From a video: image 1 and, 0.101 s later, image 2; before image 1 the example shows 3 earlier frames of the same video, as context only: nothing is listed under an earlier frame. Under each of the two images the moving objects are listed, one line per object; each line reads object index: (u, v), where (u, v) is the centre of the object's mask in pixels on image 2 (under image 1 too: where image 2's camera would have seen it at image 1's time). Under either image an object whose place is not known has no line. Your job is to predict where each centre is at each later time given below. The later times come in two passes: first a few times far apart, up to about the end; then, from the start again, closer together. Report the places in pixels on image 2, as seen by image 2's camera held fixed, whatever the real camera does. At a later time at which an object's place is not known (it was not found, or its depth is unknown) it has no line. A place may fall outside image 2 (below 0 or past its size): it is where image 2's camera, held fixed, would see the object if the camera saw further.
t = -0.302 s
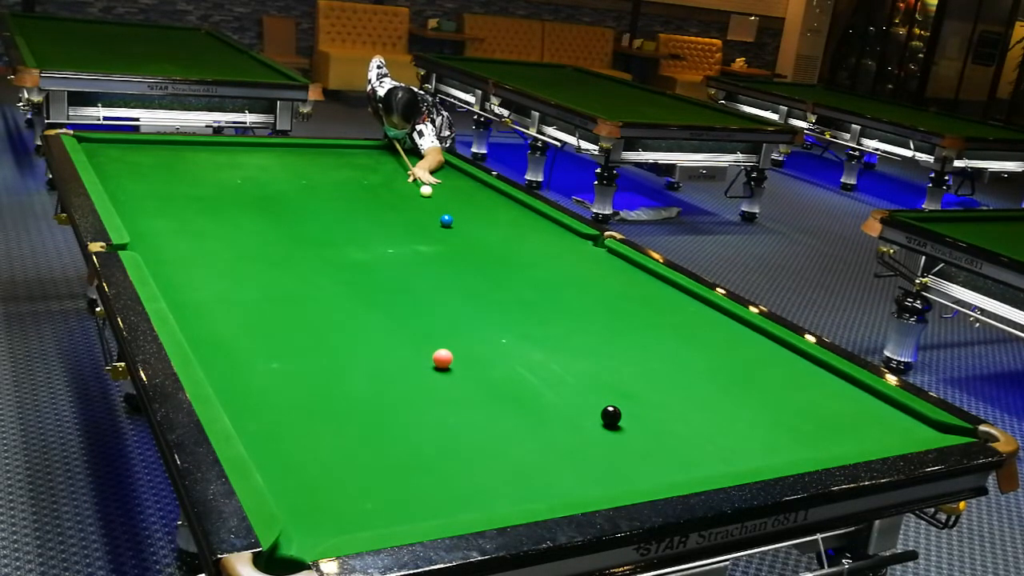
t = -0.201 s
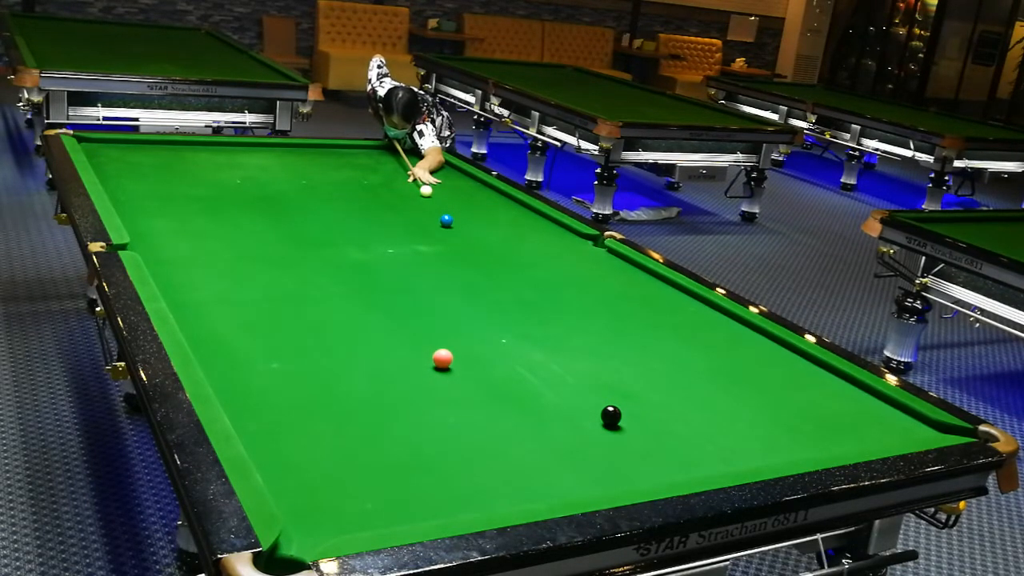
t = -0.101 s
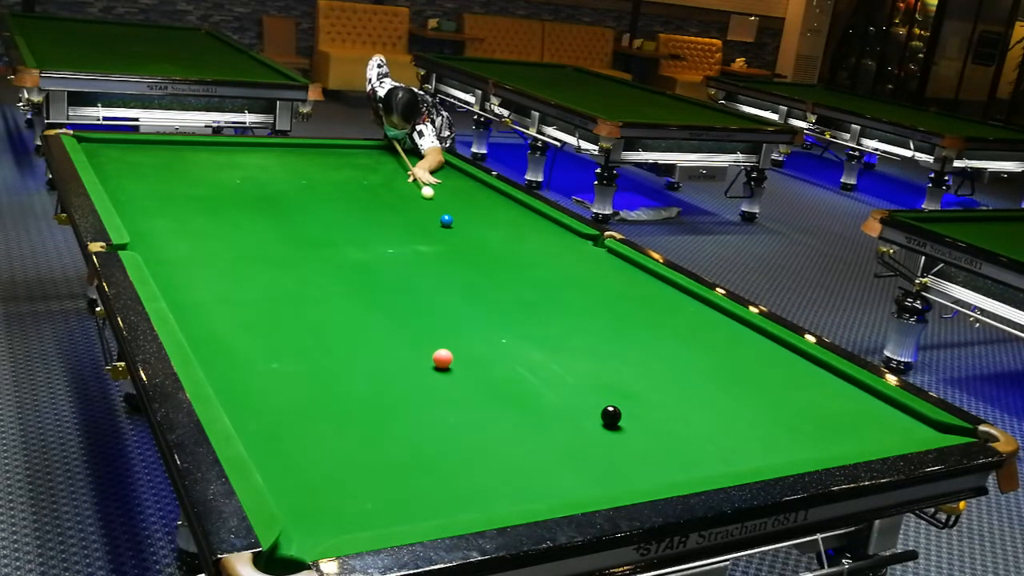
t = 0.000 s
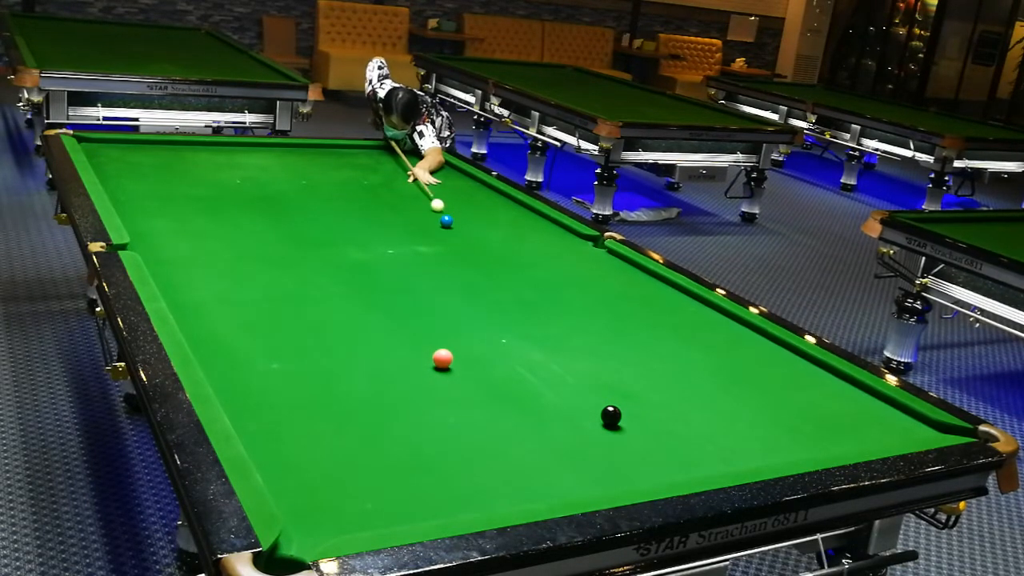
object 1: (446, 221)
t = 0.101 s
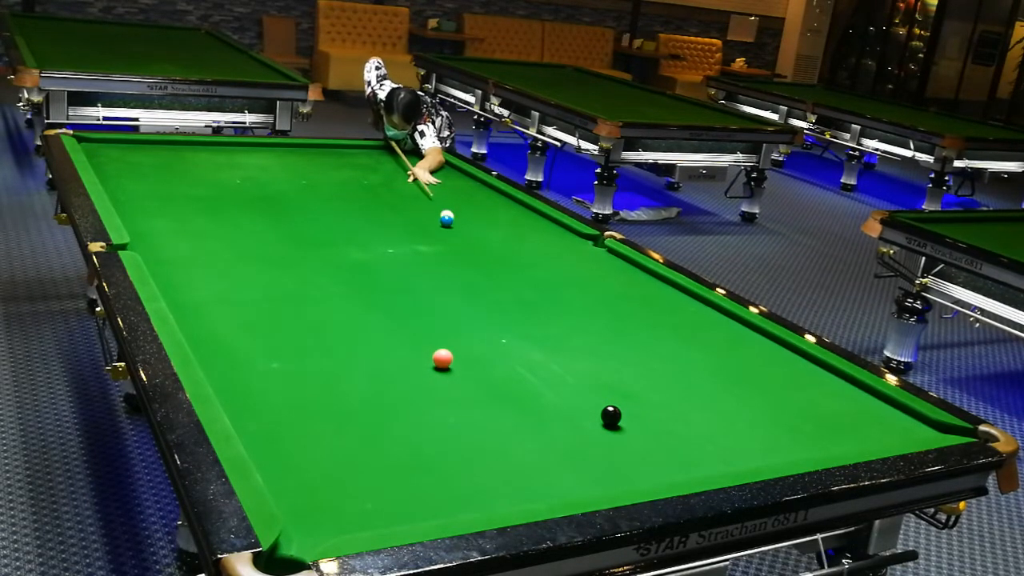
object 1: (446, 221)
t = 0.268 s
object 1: (443, 236)
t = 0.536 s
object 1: (438, 255)
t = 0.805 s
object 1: (434, 278)
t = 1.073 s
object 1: (429, 303)
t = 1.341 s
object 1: (424, 332)
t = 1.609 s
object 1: (417, 365)
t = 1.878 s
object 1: (410, 403)
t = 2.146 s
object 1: (401, 448)
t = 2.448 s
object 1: (389, 509)
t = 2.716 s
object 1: (345, 505)
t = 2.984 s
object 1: (295, 479)
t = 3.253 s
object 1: (262, 455)
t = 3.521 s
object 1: (266, 434)
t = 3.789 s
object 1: (270, 416)
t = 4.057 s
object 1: (273, 400)
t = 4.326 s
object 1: (276, 387)
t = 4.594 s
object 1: (279, 376)
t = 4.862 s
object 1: (281, 366)
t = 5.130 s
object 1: (283, 358)
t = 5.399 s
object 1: (285, 351)
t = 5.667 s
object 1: (287, 346)
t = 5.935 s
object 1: (289, 341)
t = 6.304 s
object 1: (288, 334)
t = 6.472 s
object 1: (293, 333)
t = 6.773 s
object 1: (294, 333)
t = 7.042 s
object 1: (294, 332)
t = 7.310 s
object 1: (290, 334)
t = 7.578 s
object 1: (294, 333)
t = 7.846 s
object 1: (294, 334)
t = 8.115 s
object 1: (294, 333)
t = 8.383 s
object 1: (294, 334)
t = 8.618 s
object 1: (294, 333)
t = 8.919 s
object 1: (294, 333)
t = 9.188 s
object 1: (294, 333)
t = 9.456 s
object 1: (294, 333)
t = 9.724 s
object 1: (294, 334)
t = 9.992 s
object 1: (294, 334)
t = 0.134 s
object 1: (446, 224)
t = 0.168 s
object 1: (445, 226)
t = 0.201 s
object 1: (444, 229)
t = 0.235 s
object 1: (444, 232)
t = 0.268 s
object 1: (443, 236)
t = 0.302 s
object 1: (442, 238)
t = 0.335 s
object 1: (442, 241)
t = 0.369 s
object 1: (441, 242)
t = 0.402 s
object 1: (441, 245)
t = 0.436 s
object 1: (440, 247)
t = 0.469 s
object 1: (440, 250)
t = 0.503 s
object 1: (439, 252)
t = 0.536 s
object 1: (438, 255)
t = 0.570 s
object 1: (438, 258)
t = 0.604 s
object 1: (437, 261)
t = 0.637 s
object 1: (437, 263)
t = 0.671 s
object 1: (436, 267)
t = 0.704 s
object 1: (436, 270)
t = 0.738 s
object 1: (435, 272)
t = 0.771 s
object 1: (435, 275)
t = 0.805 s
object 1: (434, 278)
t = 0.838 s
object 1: (433, 281)
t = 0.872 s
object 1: (433, 284)
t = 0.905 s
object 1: (432, 287)
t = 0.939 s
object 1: (431, 290)
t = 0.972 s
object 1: (431, 293)
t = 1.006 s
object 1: (431, 297)
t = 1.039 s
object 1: (430, 300)
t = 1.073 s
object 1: (429, 303)
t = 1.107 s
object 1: (429, 307)
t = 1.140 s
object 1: (428, 310)
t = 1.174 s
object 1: (427, 314)
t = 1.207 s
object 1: (427, 317)
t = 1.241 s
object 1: (426, 321)
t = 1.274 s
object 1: (425, 325)
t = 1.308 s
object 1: (425, 328)
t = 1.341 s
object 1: (424, 332)
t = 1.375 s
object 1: (423, 336)
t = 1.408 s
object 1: (422, 340)
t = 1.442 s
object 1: (421, 344)
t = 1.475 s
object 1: (421, 348)
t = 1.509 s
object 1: (420, 352)
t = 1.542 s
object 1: (419, 356)
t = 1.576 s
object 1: (418, 360)
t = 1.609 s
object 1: (417, 365)
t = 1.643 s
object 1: (417, 370)
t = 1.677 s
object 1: (416, 374)
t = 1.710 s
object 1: (415, 379)
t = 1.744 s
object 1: (414, 384)
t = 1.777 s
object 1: (413, 389)
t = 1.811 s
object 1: (412, 393)
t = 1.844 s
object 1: (411, 398)
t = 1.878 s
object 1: (410, 403)
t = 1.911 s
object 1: (409, 409)
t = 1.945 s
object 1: (408, 414)
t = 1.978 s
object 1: (406, 419)
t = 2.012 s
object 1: (405, 425)
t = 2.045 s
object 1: (404, 431)
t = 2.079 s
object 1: (403, 436)
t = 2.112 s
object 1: (402, 442)
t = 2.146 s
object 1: (401, 448)
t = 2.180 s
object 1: (400, 455)
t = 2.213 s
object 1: (398, 461)
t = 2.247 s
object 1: (397, 467)
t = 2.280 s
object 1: (396, 474)
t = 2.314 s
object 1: (395, 481)
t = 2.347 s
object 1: (393, 487)
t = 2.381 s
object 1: (392, 494)
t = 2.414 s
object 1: (391, 501)
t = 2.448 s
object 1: (389, 509)
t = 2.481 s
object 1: (388, 516)
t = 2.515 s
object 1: (386, 520)
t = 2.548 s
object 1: (381, 521)
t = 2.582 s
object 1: (373, 519)
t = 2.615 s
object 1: (366, 516)
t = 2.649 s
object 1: (359, 513)
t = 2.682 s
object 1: (352, 509)
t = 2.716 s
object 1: (345, 505)
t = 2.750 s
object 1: (339, 502)
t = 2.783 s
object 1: (332, 498)
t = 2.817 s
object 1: (326, 495)
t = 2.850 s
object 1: (320, 492)
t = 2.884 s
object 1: (313, 488)
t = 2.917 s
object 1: (307, 485)
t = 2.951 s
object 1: (301, 482)
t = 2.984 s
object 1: (295, 479)
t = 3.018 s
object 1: (289, 476)
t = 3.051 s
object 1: (283, 473)
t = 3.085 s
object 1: (278, 470)
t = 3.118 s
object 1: (272, 466)
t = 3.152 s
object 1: (267, 463)
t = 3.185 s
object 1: (262, 460)
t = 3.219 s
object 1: (262, 457)
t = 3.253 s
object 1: (262, 455)
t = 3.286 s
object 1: (262, 452)
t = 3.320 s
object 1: (263, 449)
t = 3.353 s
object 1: (263, 446)
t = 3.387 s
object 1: (264, 444)
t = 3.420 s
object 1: (264, 441)
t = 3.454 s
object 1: (265, 439)
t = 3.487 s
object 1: (266, 436)
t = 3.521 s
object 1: (266, 434)
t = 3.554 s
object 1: (267, 431)
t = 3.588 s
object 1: (267, 429)
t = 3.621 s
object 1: (268, 427)
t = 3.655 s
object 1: (268, 425)
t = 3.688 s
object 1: (268, 422)
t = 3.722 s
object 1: (269, 420)
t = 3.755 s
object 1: (269, 418)
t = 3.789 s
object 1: (270, 416)
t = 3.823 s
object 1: (270, 414)
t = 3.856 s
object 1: (271, 412)
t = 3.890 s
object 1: (271, 409)
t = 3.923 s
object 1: (272, 408)
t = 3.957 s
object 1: (272, 406)
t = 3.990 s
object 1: (272, 404)
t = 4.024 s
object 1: (273, 402)
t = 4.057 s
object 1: (273, 400)
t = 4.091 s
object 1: (274, 399)
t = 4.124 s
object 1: (274, 397)
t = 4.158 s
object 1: (274, 395)
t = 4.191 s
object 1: (275, 394)
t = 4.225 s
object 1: (275, 392)
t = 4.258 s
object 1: (275, 390)
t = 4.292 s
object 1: (276, 389)
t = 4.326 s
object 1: (276, 387)
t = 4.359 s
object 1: (276, 385)
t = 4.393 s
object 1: (277, 384)
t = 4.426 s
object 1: (277, 383)
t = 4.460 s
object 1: (277, 381)
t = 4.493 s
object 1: (278, 380)
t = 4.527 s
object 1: (278, 379)
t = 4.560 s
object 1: (278, 378)
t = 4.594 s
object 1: (279, 376)
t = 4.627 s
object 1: (279, 375)
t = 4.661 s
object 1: (279, 373)
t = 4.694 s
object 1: (279, 372)
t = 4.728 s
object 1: (280, 371)
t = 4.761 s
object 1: (280, 370)
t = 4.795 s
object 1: (280, 369)
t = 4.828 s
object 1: (280, 367)
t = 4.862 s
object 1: (281, 366)
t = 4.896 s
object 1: (281, 365)
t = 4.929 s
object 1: (281, 364)
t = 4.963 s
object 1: (281, 363)
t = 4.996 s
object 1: (282, 362)
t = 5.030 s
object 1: (282, 361)
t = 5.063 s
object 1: (282, 360)
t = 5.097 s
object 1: (283, 359)
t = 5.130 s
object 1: (283, 358)
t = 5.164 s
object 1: (283, 357)
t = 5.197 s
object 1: (284, 356)
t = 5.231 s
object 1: (284, 355)
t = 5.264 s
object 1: (284, 354)
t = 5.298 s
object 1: (284, 354)
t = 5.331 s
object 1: (285, 353)
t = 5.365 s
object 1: (285, 352)
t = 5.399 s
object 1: (285, 351)
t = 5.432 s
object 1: (286, 350)
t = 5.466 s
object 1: (286, 349)
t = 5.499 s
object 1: (286, 349)
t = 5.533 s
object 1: (286, 348)
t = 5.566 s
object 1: (287, 348)
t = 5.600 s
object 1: (287, 347)
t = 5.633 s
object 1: (287, 346)
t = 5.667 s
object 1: (287, 346)
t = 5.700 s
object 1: (287, 345)
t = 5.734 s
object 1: (287, 344)
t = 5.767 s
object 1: (288, 343)
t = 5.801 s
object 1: (288, 343)
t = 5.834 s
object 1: (288, 342)
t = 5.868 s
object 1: (288, 342)
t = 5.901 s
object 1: (289, 342)
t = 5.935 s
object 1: (289, 341)
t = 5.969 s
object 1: (289, 341)
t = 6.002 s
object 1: (290, 340)
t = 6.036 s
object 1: (290, 339)
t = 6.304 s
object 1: (288, 334)
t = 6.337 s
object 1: (291, 336)
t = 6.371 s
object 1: (292, 335)
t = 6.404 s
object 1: (292, 335)
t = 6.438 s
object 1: (293, 333)
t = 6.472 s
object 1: (293, 333)
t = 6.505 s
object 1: (293, 333)
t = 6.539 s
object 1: (293, 333)
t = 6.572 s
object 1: (293, 333)
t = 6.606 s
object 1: (293, 333)
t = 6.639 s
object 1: (293, 333)
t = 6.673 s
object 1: (293, 333)
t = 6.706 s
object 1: (293, 332)
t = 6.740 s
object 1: (294, 333)
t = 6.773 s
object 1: (294, 333)
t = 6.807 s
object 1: (294, 332)
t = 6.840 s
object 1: (294, 332)
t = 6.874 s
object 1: (294, 332)
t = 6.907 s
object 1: (294, 332)
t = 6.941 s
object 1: (294, 332)
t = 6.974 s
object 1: (294, 332)
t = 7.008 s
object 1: (294, 332)
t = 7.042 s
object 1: (294, 332)
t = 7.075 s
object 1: (294, 332)
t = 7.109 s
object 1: (294, 332)
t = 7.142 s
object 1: (296, 333)
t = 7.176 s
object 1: (296, 333)
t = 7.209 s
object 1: (295, 333)
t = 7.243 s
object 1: (294, 333)
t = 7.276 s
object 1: (292, 333)
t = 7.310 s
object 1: (290, 334)
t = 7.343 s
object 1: (294, 334)
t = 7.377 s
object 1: (294, 334)
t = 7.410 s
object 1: (294, 334)
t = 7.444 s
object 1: (294, 334)
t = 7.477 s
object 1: (294, 334)
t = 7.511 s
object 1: (294, 334)
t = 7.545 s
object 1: (294, 334)
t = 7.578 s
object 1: (294, 333)
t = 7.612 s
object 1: (294, 334)
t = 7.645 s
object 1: (294, 334)
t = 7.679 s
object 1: (294, 334)
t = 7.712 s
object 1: (294, 334)
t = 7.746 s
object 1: (294, 334)
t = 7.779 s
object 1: (294, 334)
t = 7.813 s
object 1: (294, 334)
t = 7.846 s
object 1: (294, 334)
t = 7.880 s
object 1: (294, 334)
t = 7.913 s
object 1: (294, 334)
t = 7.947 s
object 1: (294, 334)
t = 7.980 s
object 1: (294, 334)
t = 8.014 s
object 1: (294, 333)
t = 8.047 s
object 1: (294, 333)
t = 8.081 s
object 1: (294, 333)
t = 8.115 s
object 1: (294, 333)
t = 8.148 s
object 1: (294, 333)
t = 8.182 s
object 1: (294, 333)
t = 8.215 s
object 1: (294, 333)
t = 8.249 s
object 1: (294, 333)
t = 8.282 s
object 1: (294, 333)
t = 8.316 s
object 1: (294, 333)
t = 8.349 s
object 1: (294, 333)
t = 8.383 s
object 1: (294, 334)
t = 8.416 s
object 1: (294, 334)
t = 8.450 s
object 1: (294, 334)
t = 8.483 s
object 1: (294, 333)
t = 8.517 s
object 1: (294, 333)
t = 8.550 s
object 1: (294, 333)
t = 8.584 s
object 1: (294, 333)
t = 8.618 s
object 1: (294, 333)
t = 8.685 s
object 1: (294, 333)
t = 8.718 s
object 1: (294, 333)
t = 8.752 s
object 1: (294, 333)
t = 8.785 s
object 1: (294, 333)
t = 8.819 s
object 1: (294, 333)
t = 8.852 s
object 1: (294, 333)
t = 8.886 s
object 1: (294, 333)
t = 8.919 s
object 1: (294, 333)
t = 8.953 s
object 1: (294, 333)
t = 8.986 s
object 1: (294, 333)
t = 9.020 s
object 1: (294, 333)
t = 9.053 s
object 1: (294, 333)
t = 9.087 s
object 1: (294, 333)
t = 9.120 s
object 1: (294, 333)
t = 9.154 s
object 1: (294, 333)
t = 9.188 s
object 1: (294, 333)
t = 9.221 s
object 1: (294, 333)
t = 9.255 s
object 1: (294, 333)
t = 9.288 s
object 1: (294, 333)
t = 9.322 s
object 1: (294, 333)
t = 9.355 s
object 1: (294, 333)
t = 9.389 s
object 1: (294, 333)
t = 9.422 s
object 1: (294, 333)
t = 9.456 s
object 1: (294, 333)
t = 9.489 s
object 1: (294, 333)
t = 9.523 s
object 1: (294, 333)
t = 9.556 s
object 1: (294, 333)
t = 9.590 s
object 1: (294, 333)
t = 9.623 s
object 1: (294, 333)
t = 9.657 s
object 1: (294, 333)
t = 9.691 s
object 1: (294, 333)
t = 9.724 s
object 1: (294, 334)
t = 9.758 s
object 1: (294, 334)
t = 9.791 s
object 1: (294, 334)
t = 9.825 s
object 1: (294, 334)
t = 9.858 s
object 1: (294, 334)
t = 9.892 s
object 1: (294, 334)
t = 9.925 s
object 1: (294, 334)
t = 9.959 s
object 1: (294, 334)
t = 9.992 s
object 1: (294, 334)
